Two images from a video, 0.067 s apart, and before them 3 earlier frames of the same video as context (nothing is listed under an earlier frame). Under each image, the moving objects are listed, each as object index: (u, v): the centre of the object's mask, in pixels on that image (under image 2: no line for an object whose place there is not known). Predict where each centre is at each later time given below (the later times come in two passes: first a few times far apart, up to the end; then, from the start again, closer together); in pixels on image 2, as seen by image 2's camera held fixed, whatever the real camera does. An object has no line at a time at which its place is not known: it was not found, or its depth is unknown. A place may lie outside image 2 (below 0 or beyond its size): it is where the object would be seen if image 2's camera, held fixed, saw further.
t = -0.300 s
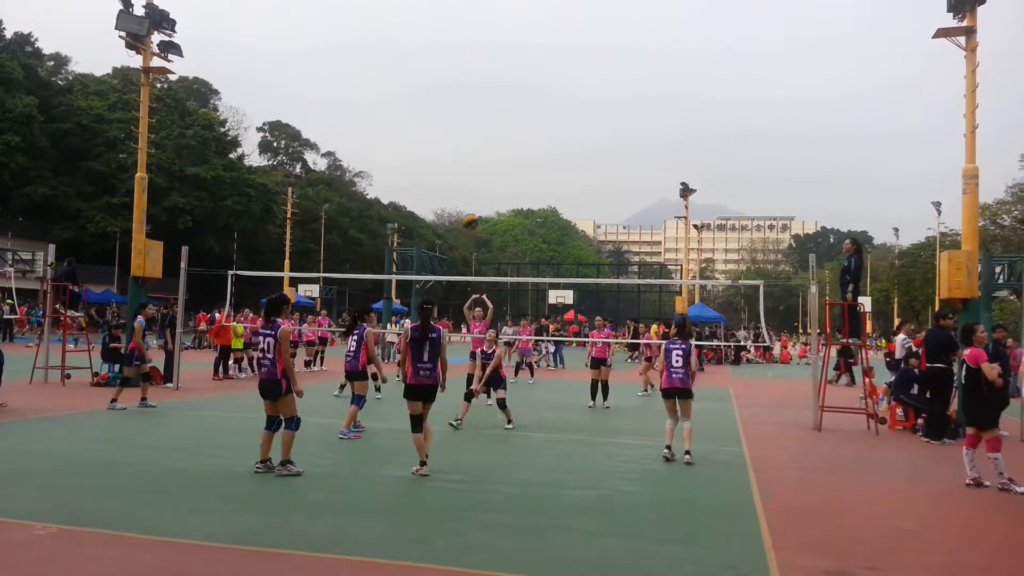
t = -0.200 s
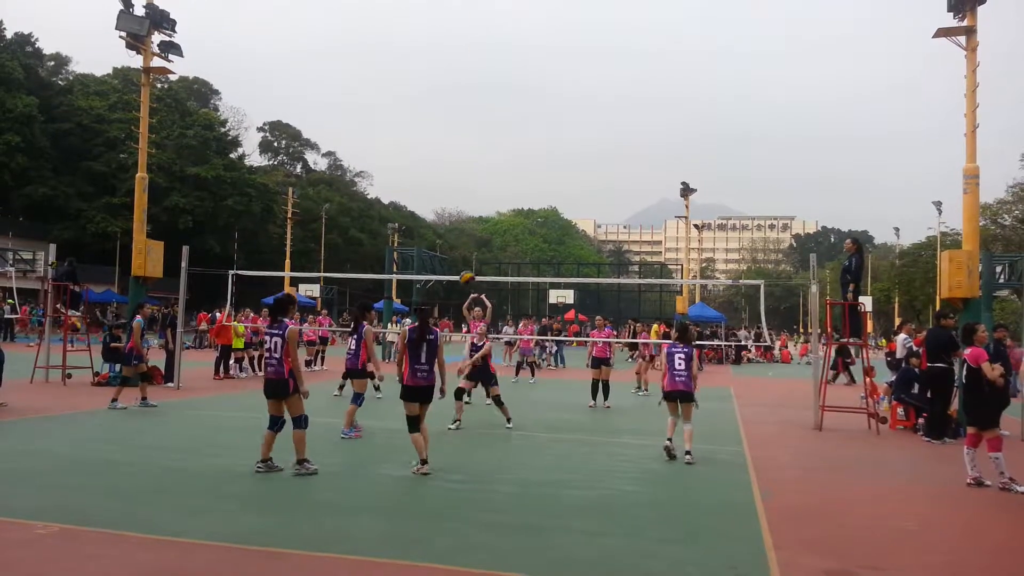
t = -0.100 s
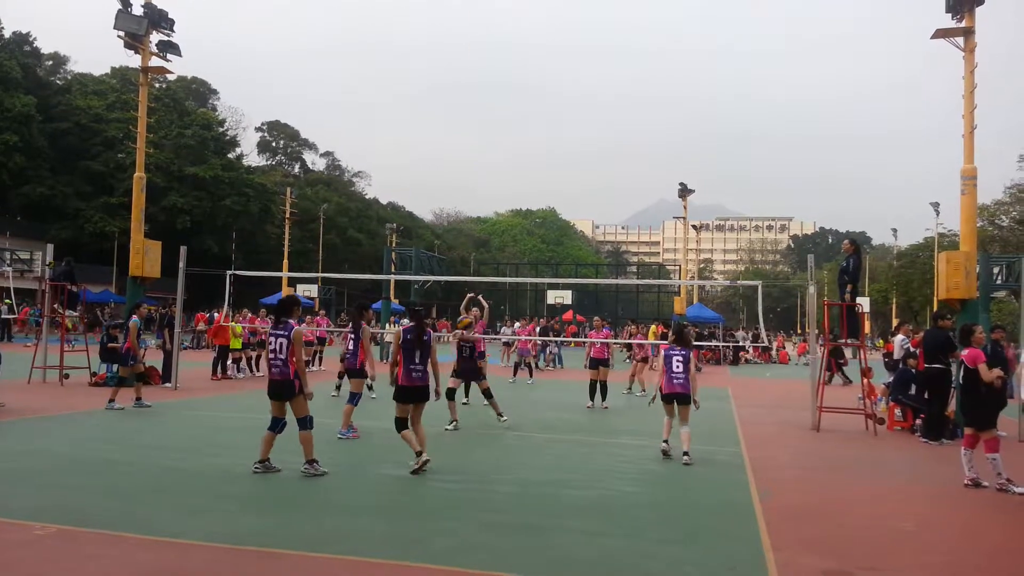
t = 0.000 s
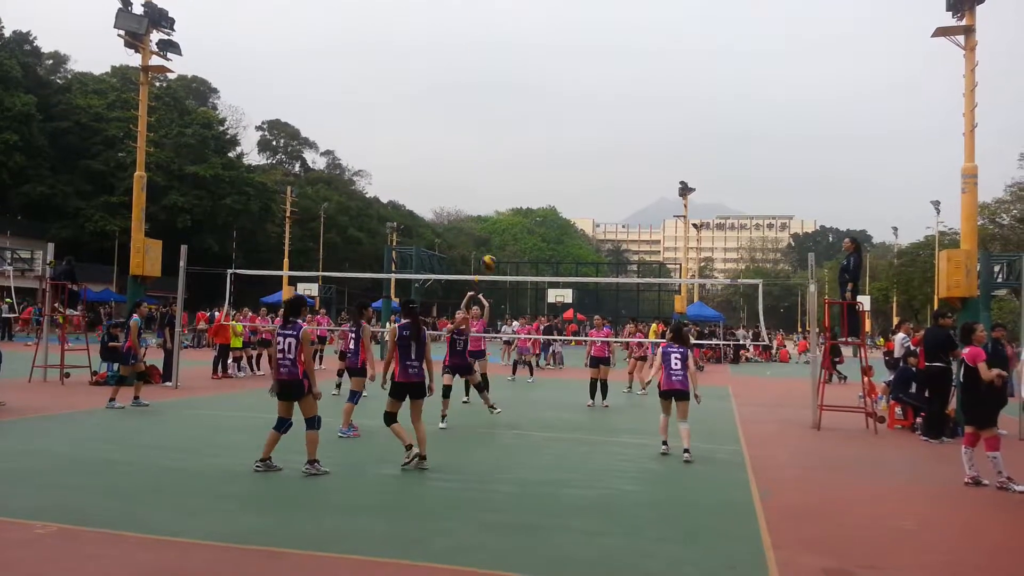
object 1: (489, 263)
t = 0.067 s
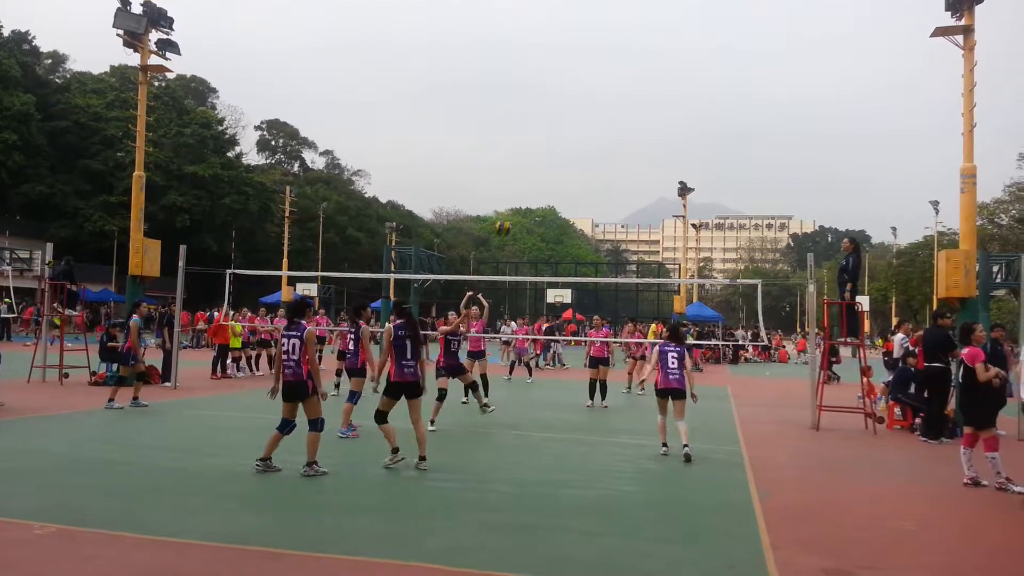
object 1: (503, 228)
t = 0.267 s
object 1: (546, 143)
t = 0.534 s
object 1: (603, 75)
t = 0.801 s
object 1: (658, 61)
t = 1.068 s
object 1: (714, 106)
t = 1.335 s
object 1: (767, 212)
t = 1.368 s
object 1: (774, 230)
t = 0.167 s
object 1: (525, 182)
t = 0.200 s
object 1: (532, 168)
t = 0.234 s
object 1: (539, 155)
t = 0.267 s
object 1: (546, 143)
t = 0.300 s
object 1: (554, 131)
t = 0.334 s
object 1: (560, 121)
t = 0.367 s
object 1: (568, 111)
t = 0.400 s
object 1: (574, 102)
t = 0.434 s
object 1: (581, 94)
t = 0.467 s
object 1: (589, 86)
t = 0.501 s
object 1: (596, 80)
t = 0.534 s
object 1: (603, 75)
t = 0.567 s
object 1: (610, 70)
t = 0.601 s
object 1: (617, 66)
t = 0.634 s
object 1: (624, 63)
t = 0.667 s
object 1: (630, 61)
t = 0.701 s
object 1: (638, 60)
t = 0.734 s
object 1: (645, 59)
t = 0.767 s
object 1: (651, 60)
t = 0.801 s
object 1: (658, 61)
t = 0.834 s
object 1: (666, 64)
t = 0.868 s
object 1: (672, 67)
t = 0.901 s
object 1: (679, 71)
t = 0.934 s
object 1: (686, 75)
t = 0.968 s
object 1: (693, 82)
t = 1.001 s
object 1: (700, 89)
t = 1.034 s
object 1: (707, 97)
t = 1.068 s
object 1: (714, 106)
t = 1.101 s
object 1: (720, 116)
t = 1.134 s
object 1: (727, 126)
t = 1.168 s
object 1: (734, 138)
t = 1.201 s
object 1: (740, 151)
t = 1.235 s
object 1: (747, 164)
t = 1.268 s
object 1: (754, 179)
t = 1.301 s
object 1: (760, 195)
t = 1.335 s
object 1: (767, 212)
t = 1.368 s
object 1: (774, 230)
